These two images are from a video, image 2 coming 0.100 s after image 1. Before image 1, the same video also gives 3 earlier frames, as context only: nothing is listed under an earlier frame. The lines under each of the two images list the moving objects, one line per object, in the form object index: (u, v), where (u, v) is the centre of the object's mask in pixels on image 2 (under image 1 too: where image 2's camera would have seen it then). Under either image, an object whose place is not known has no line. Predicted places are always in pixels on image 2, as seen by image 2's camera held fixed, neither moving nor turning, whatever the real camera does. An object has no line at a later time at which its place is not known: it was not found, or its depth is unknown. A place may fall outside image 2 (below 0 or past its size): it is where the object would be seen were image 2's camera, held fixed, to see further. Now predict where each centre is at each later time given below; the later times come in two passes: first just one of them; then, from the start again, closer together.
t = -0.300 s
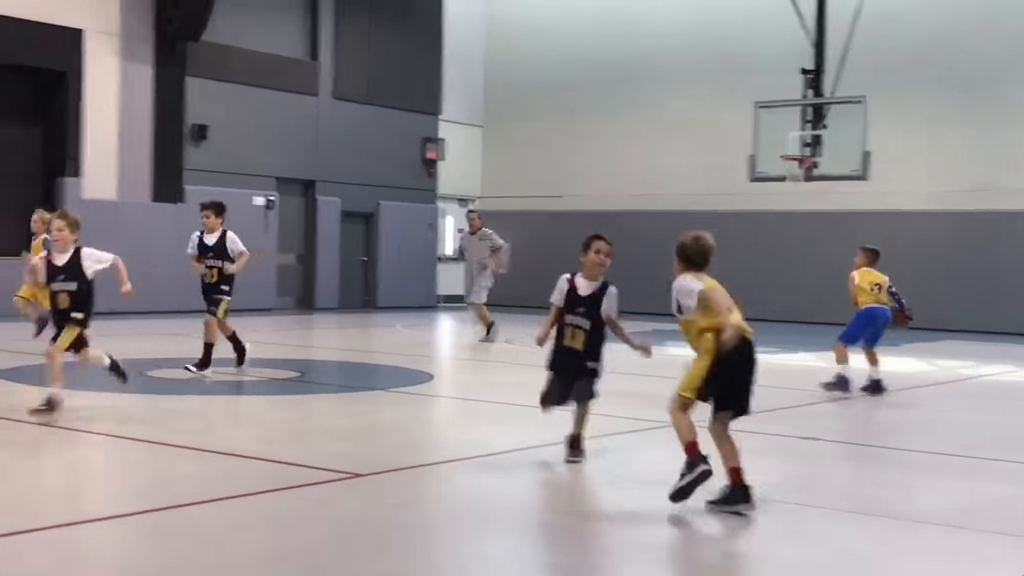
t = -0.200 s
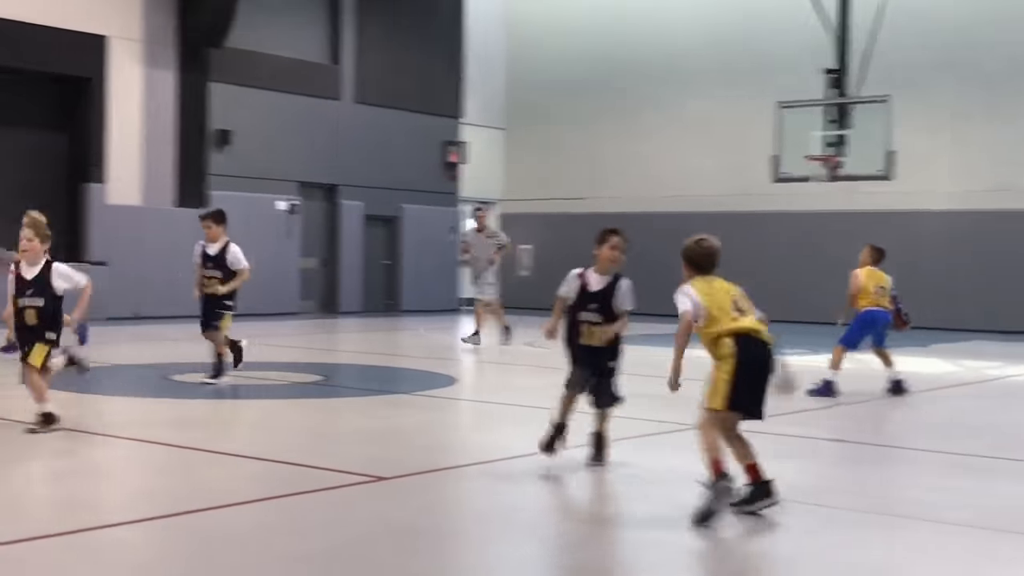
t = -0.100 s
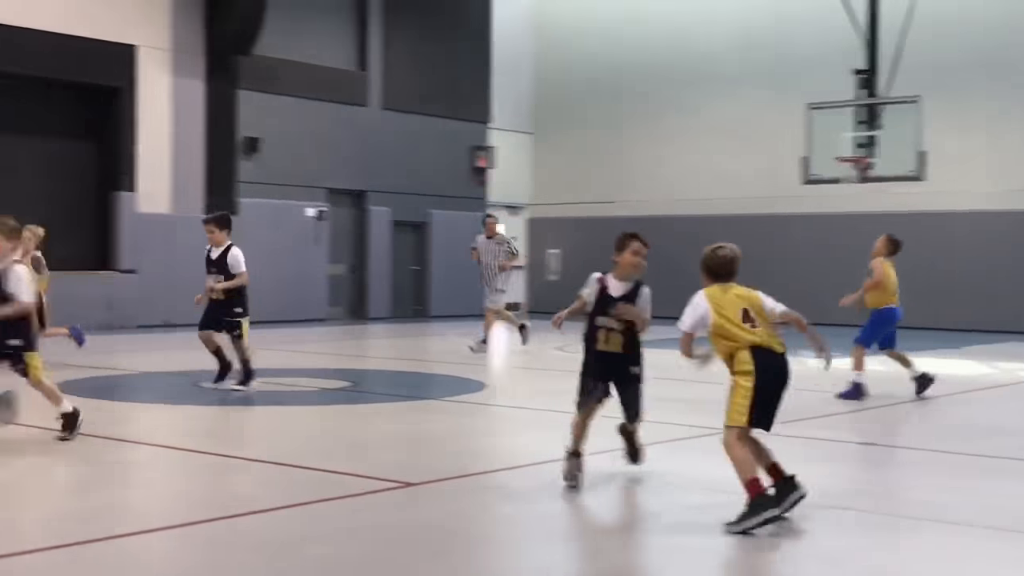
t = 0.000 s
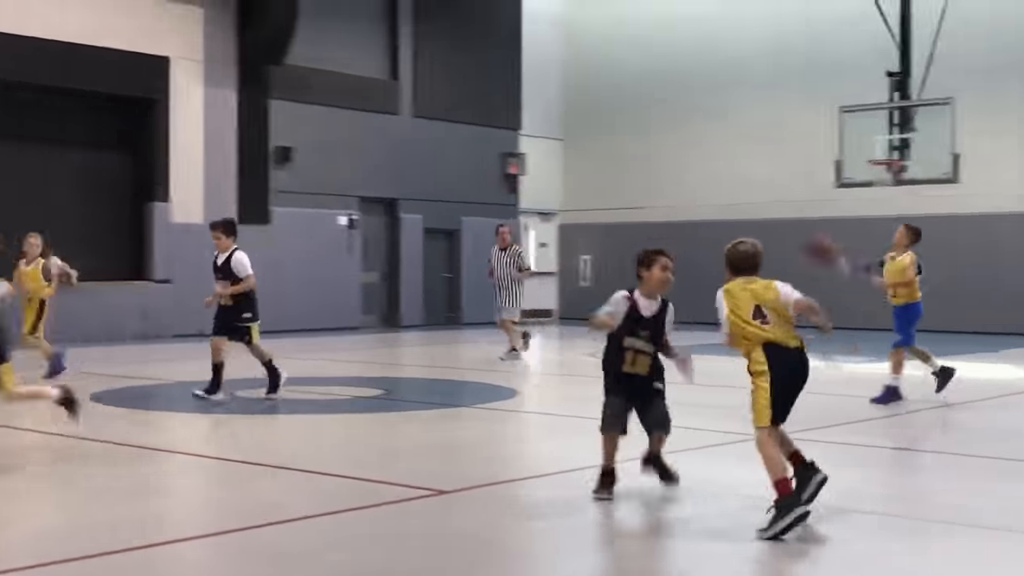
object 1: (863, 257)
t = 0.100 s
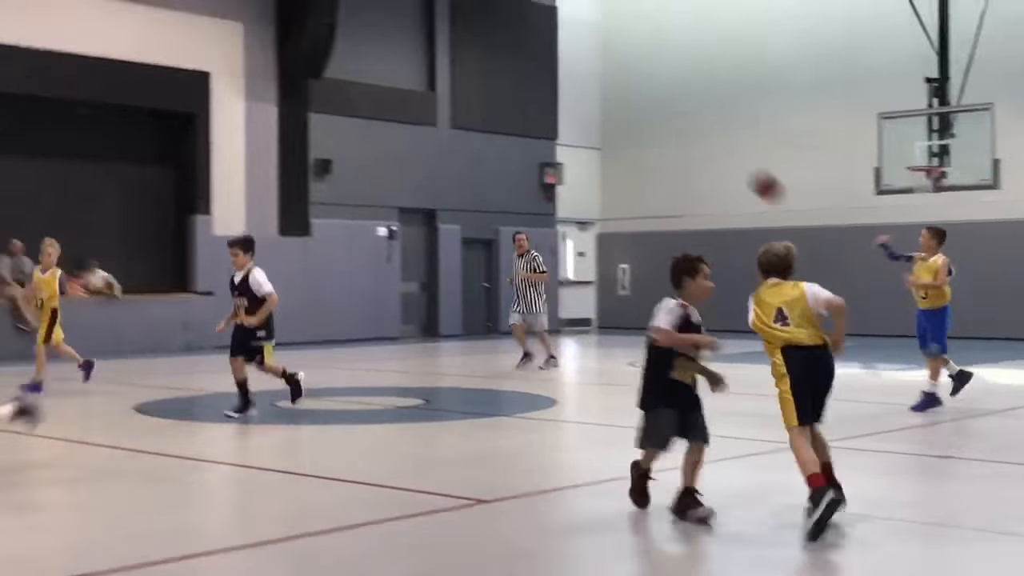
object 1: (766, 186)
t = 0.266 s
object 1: (612, 93)
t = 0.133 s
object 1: (734, 165)
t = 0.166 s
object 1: (704, 145)
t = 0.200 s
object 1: (673, 127)
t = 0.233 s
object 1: (643, 109)
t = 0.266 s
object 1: (612, 93)
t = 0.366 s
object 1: (518, 50)
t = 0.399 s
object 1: (488, 40)
